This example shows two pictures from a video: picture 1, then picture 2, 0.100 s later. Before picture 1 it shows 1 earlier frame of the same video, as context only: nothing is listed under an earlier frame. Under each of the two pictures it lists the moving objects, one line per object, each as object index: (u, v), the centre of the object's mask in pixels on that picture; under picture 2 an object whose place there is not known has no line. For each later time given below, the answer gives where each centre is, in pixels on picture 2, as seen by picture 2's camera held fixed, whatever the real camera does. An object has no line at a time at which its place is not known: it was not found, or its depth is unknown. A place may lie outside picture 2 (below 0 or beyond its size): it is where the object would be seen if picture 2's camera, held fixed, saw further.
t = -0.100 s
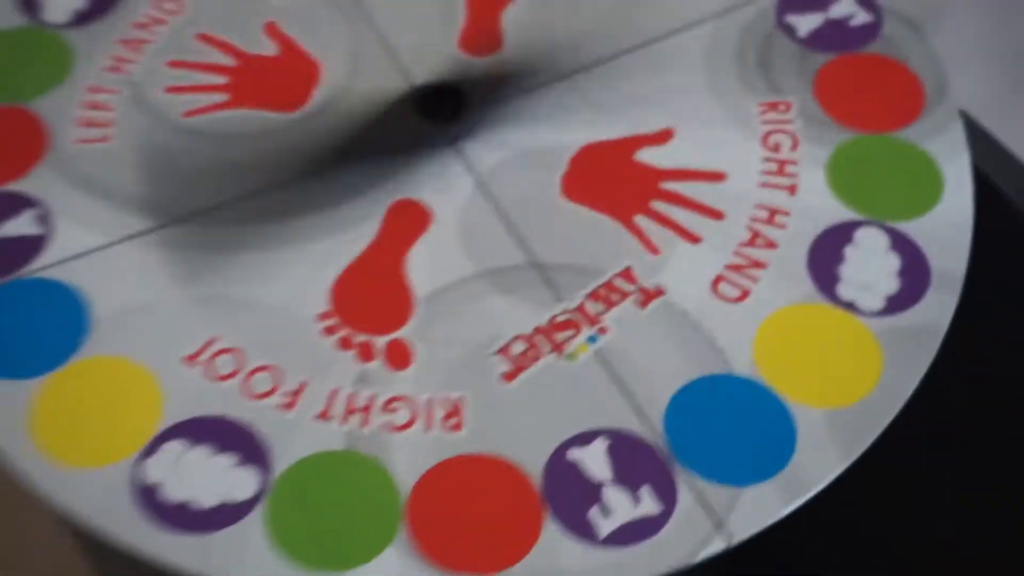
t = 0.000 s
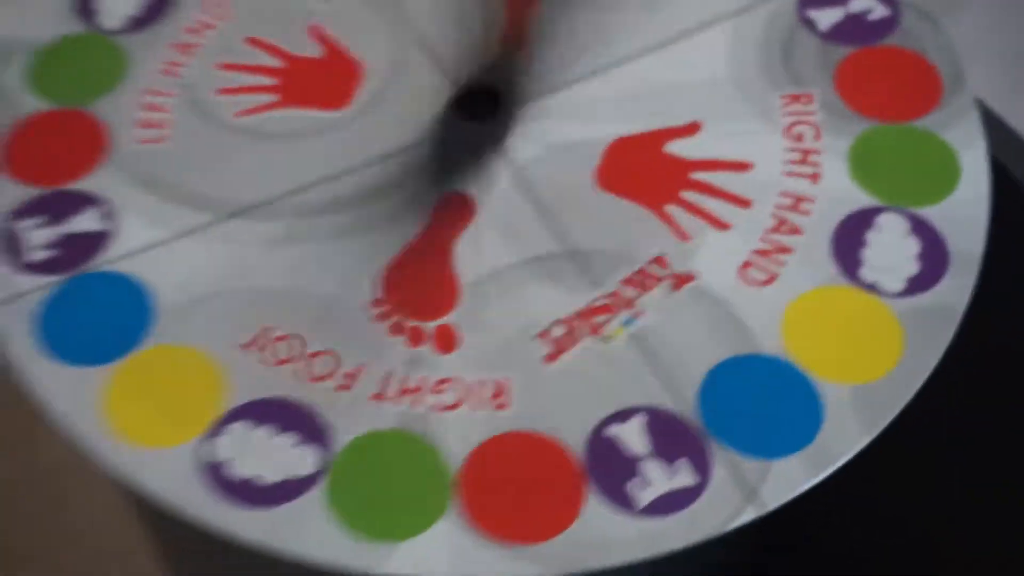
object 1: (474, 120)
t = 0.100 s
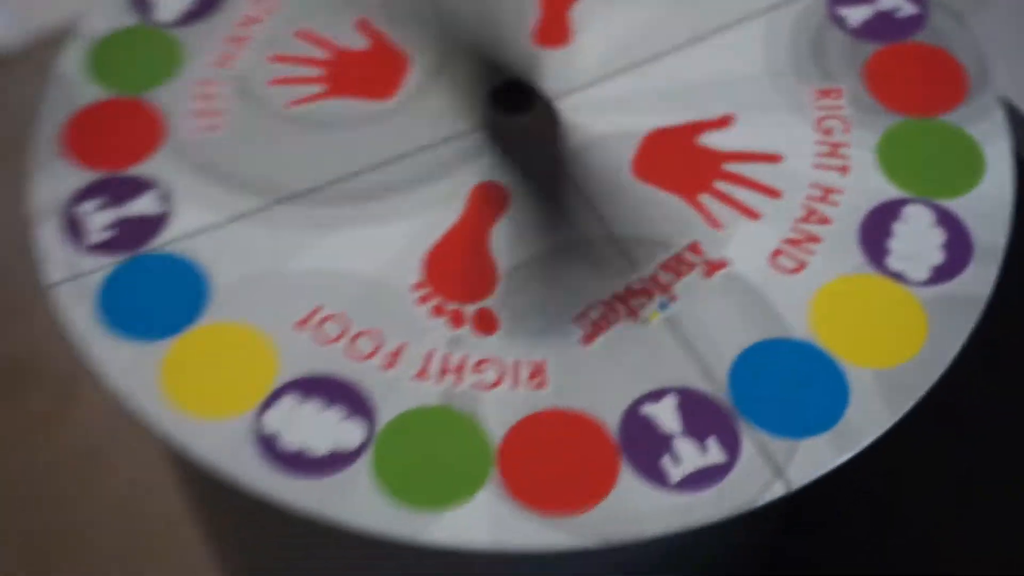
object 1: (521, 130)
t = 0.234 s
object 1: (516, 102)
